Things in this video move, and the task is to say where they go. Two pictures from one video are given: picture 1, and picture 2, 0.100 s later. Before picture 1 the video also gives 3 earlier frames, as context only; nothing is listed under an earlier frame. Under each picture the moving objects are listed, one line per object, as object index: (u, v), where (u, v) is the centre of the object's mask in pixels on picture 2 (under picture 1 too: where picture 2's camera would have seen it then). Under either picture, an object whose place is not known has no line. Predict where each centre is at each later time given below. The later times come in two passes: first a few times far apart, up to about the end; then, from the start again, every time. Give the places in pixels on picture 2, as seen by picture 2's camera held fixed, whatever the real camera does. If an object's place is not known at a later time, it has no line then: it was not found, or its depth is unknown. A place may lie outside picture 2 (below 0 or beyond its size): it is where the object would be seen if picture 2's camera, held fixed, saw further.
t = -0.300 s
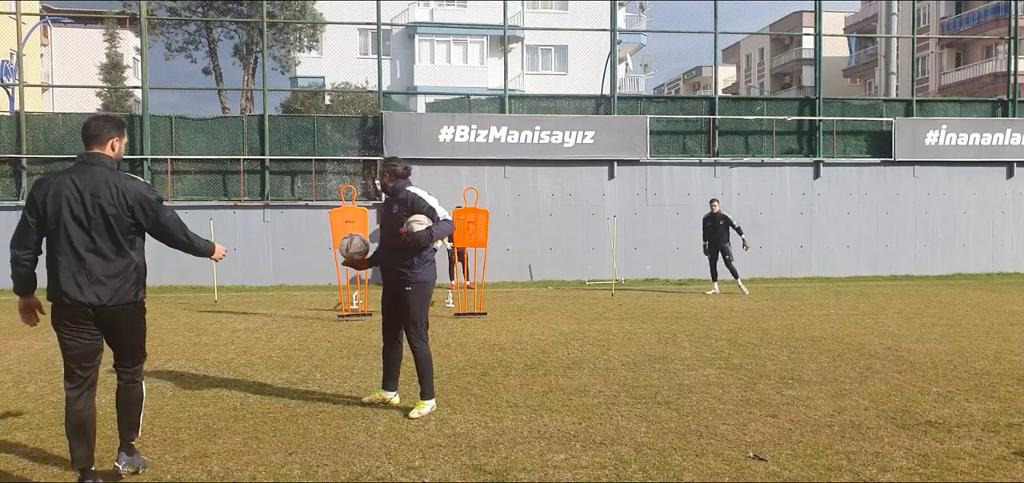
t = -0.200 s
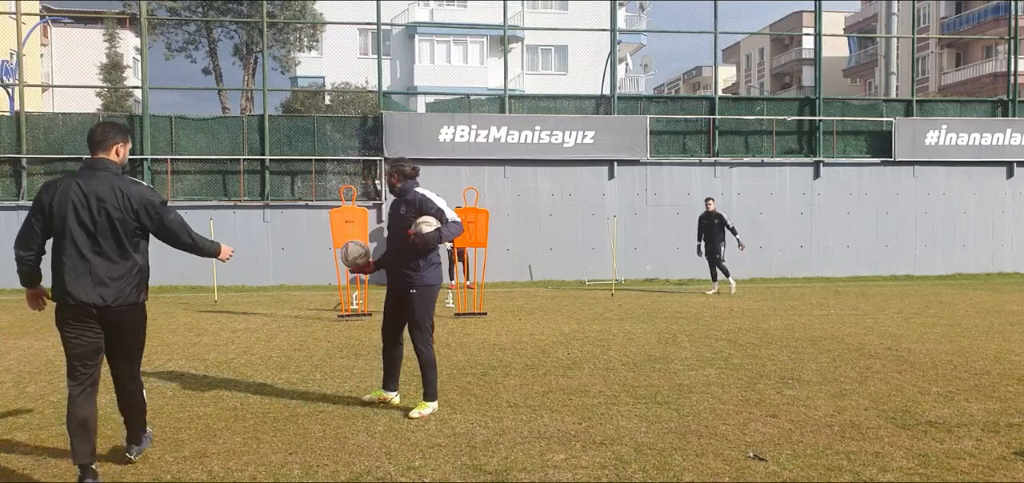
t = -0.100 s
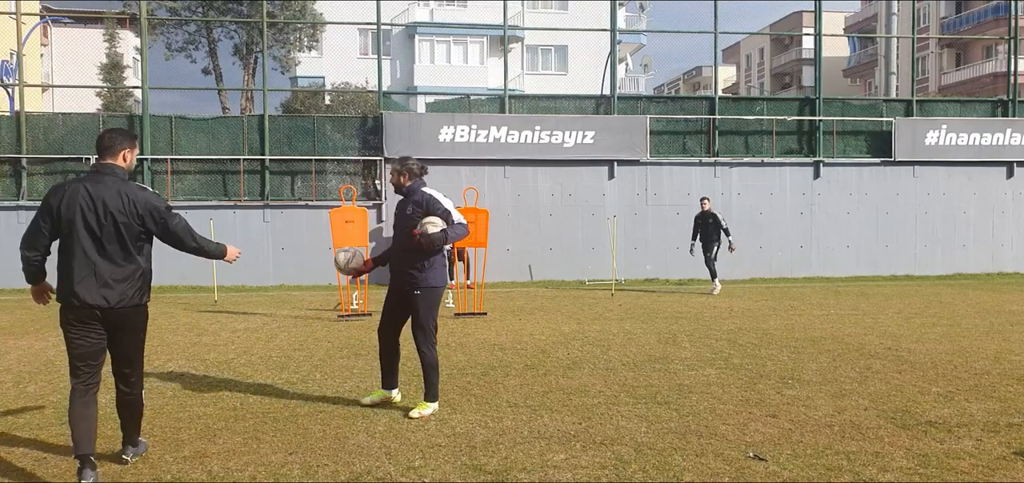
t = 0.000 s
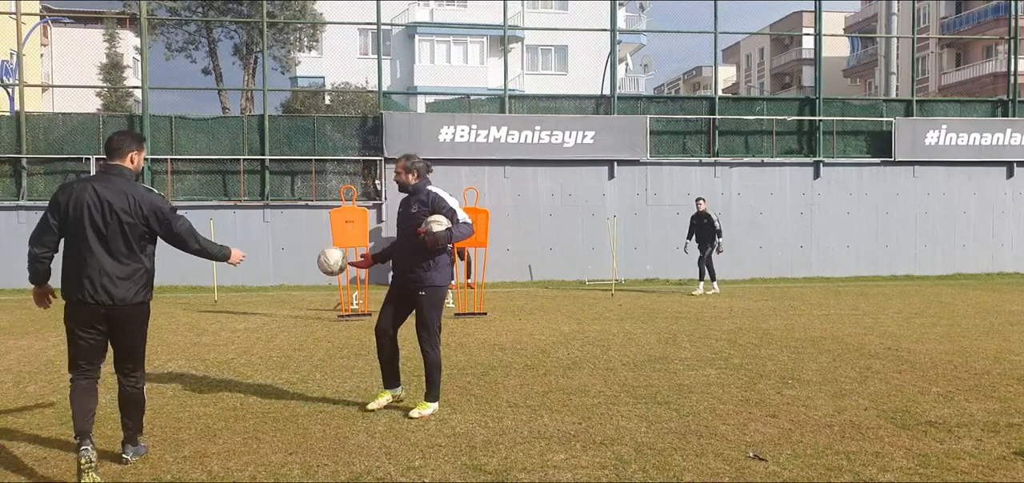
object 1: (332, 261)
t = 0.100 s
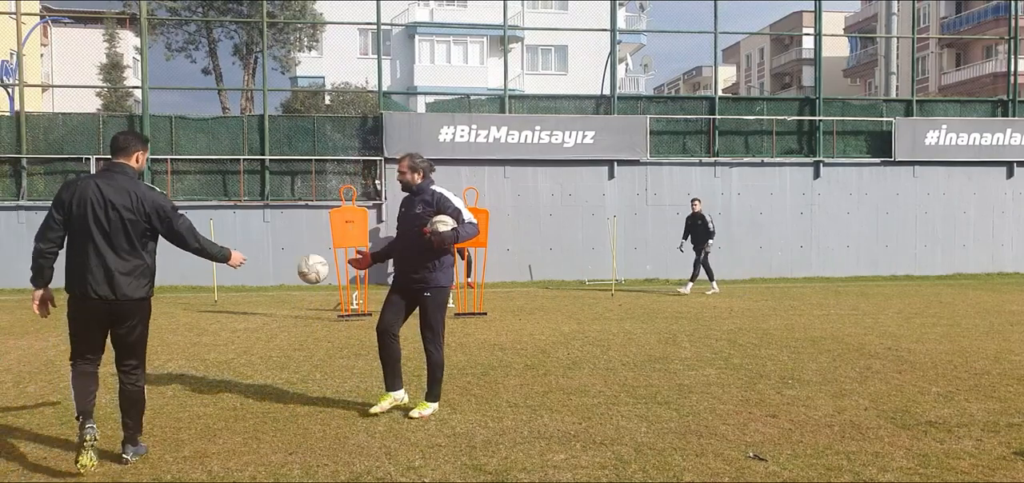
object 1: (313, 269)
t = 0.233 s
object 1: (287, 300)
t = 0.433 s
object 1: (247, 392)
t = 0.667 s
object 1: (200, 337)
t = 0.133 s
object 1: (306, 275)
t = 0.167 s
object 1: (300, 281)
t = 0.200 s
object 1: (293, 290)
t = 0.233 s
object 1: (287, 300)
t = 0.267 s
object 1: (280, 312)
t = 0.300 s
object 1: (273, 325)
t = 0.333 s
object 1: (267, 339)
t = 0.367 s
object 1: (261, 355)
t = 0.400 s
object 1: (254, 372)
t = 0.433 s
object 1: (247, 392)
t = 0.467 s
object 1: (242, 391)
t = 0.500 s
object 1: (235, 377)
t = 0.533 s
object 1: (227, 367)
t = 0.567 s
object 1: (221, 357)
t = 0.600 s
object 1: (214, 349)
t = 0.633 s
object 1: (207, 342)
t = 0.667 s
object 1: (200, 337)
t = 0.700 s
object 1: (193, 333)
